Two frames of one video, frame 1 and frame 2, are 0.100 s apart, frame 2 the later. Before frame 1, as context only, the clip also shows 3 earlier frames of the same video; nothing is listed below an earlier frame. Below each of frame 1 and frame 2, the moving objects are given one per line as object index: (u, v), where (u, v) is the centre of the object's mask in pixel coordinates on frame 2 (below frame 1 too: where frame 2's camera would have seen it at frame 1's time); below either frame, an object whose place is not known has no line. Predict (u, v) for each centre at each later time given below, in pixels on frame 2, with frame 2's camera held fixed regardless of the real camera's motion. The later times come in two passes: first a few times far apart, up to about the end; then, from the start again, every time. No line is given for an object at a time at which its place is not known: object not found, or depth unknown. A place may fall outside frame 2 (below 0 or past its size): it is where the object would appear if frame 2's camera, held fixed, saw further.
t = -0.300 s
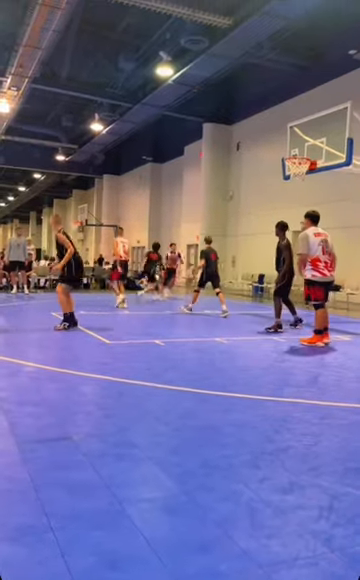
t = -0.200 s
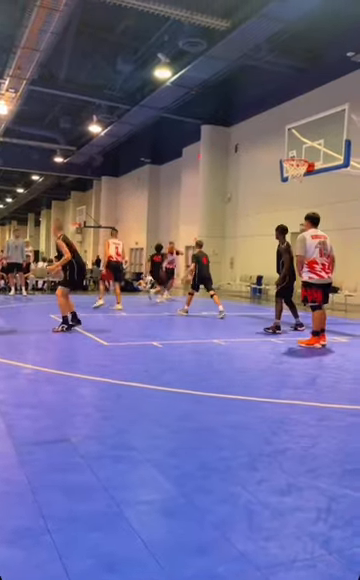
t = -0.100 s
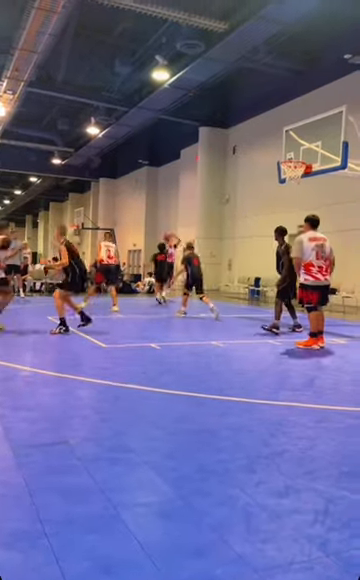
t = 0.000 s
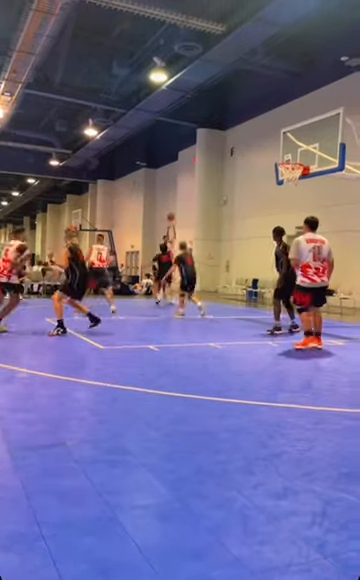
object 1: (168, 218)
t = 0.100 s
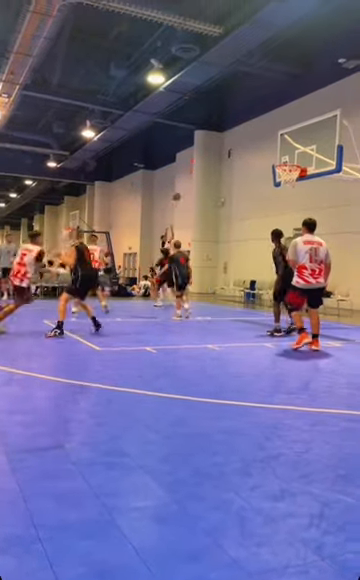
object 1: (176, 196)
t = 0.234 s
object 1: (188, 170)
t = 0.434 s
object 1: (206, 141)
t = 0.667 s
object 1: (229, 123)
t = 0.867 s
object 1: (251, 123)
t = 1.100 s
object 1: (280, 151)
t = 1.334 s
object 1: (286, 201)
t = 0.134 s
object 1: (179, 189)
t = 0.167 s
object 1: (182, 183)
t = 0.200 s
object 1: (184, 177)
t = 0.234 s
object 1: (188, 170)
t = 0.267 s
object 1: (190, 165)
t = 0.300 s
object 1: (191, 163)
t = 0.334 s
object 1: (197, 154)
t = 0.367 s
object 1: (199, 150)
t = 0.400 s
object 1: (203, 146)
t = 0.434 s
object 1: (206, 141)
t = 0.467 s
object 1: (209, 137)
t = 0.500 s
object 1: (212, 133)
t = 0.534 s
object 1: (215, 130)
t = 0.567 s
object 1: (219, 128)
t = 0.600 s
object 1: (222, 126)
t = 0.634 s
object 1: (226, 124)
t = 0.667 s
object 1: (229, 123)
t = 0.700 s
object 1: (233, 121)
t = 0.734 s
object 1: (236, 120)
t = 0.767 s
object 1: (240, 120)
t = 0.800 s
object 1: (244, 121)
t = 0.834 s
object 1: (247, 122)
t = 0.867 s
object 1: (251, 123)
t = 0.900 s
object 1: (255, 126)
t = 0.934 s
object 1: (259, 128)
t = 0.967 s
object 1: (263, 131)
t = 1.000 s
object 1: (267, 135)
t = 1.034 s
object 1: (271, 140)
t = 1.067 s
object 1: (276, 145)
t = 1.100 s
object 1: (280, 151)
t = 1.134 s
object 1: (285, 157)
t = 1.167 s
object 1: (290, 162)
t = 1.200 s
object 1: (288, 174)
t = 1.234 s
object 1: (289, 181)
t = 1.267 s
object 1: (288, 187)
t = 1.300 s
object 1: (287, 194)
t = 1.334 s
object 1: (286, 201)
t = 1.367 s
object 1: (285, 208)
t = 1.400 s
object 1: (284, 216)
